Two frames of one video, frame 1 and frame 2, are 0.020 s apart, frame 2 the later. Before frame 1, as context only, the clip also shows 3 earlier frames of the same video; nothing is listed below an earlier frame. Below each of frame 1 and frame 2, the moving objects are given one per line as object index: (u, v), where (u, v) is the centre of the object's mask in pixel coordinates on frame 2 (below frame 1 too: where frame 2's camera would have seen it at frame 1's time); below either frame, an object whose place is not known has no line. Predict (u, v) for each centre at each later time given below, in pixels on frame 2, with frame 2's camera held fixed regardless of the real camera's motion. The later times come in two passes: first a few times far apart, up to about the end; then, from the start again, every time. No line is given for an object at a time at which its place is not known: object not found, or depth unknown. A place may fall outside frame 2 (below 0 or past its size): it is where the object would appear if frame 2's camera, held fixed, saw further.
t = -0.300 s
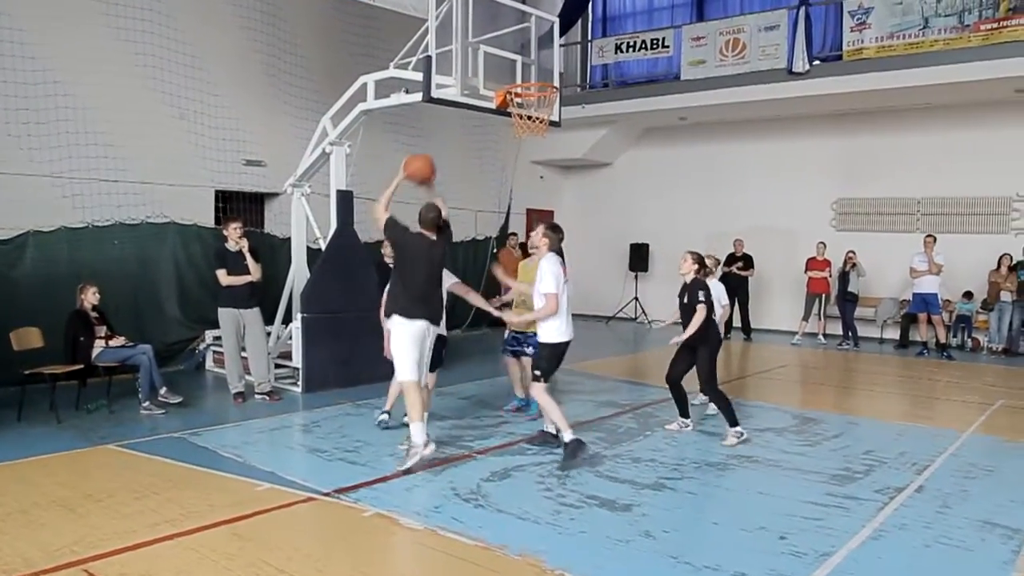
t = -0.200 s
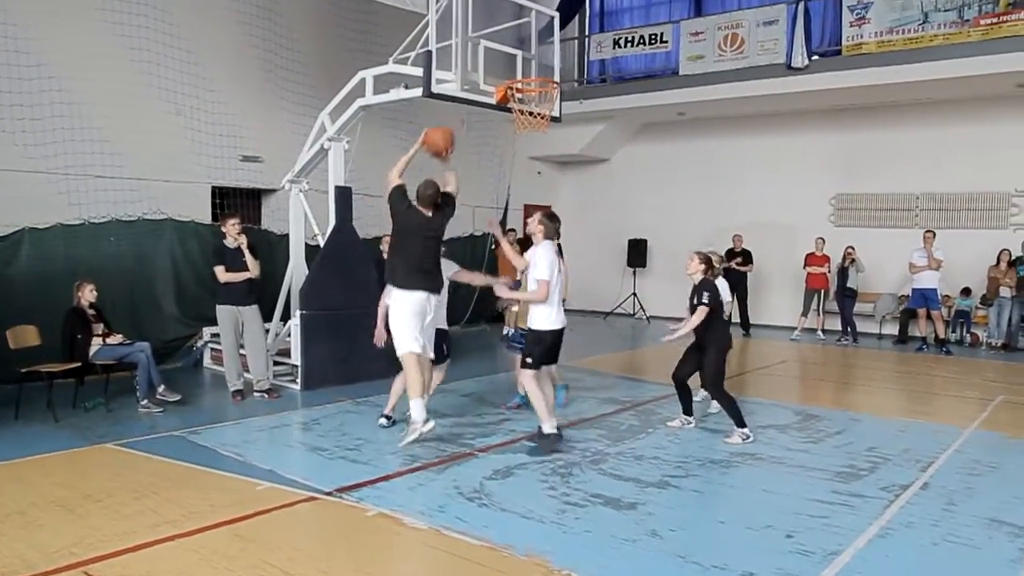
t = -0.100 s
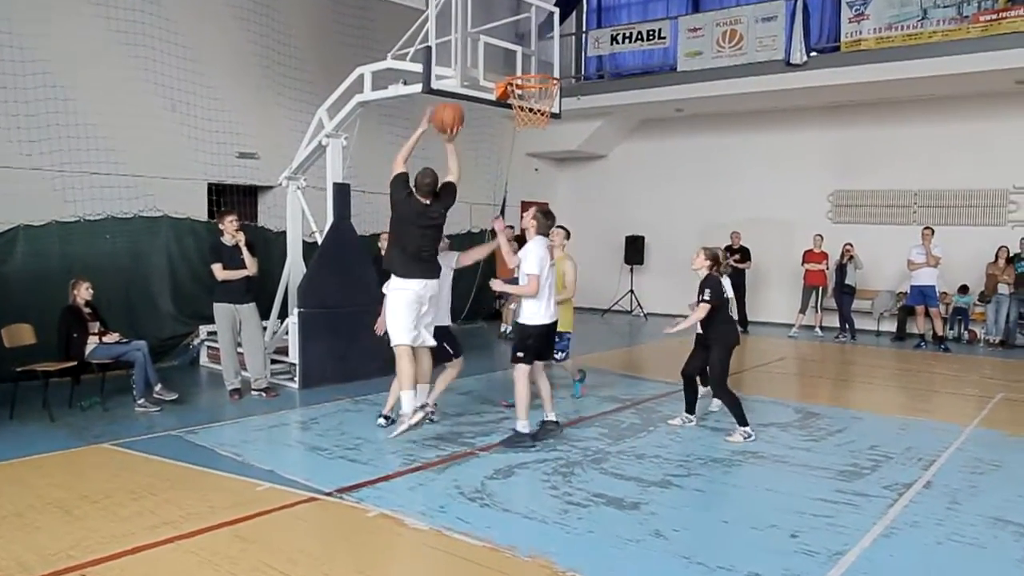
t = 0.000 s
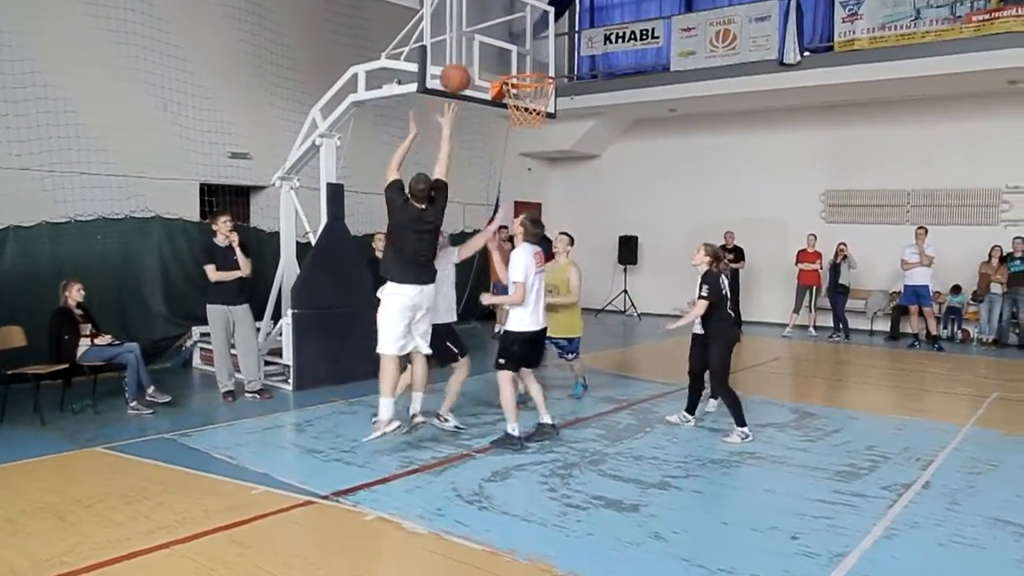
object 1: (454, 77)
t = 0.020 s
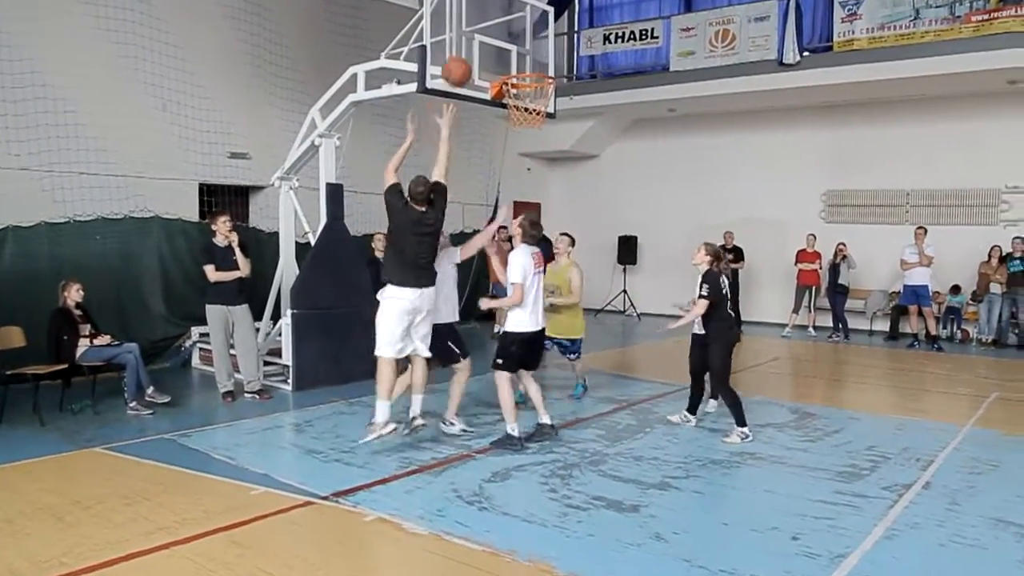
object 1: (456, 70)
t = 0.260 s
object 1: (483, 34)
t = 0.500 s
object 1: (544, 70)
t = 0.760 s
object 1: (517, 110)
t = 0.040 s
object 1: (458, 64)
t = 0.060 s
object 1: (460, 58)
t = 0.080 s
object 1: (462, 53)
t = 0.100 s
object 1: (463, 48)
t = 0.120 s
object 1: (465, 44)
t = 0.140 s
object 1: (466, 41)
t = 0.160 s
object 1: (467, 38)
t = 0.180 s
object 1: (469, 38)
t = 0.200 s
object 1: (471, 36)
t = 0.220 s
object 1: (472, 34)
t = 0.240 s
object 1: (478, 34)
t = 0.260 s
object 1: (483, 34)
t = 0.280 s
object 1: (489, 35)
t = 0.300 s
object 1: (495, 36)
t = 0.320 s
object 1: (500, 37)
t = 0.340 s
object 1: (504, 39)
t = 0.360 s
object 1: (509, 42)
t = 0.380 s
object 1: (514, 45)
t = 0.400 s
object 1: (520, 49)
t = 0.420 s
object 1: (525, 53)
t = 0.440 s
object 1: (531, 57)
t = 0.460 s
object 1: (534, 60)
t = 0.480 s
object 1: (539, 65)
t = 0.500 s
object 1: (544, 70)
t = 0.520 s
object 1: (542, 70)
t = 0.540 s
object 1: (538, 79)
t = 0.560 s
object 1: (537, 81)
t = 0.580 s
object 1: (536, 88)
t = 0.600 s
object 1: (534, 91)
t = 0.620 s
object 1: (528, 95)
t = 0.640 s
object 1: (527, 100)
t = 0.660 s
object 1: (522, 106)
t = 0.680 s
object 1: (520, 107)
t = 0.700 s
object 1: (519, 108)
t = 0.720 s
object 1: (518, 108)
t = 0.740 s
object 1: (518, 109)
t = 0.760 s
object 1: (517, 110)
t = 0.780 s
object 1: (518, 111)
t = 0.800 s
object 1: (520, 122)
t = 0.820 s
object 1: (520, 124)
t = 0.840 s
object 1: (521, 125)
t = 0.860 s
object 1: (519, 121)
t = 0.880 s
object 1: (520, 130)
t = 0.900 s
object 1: (520, 133)
